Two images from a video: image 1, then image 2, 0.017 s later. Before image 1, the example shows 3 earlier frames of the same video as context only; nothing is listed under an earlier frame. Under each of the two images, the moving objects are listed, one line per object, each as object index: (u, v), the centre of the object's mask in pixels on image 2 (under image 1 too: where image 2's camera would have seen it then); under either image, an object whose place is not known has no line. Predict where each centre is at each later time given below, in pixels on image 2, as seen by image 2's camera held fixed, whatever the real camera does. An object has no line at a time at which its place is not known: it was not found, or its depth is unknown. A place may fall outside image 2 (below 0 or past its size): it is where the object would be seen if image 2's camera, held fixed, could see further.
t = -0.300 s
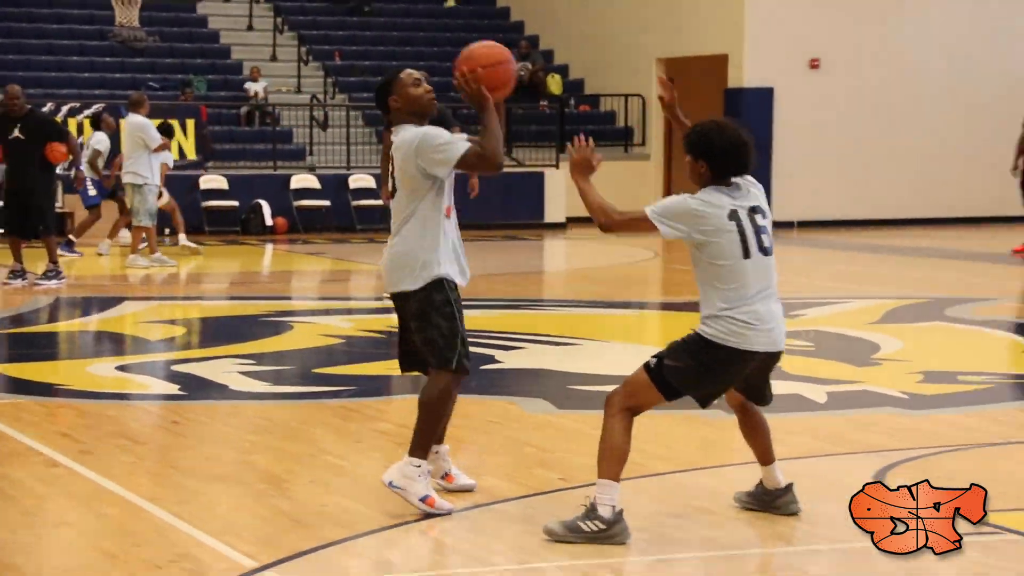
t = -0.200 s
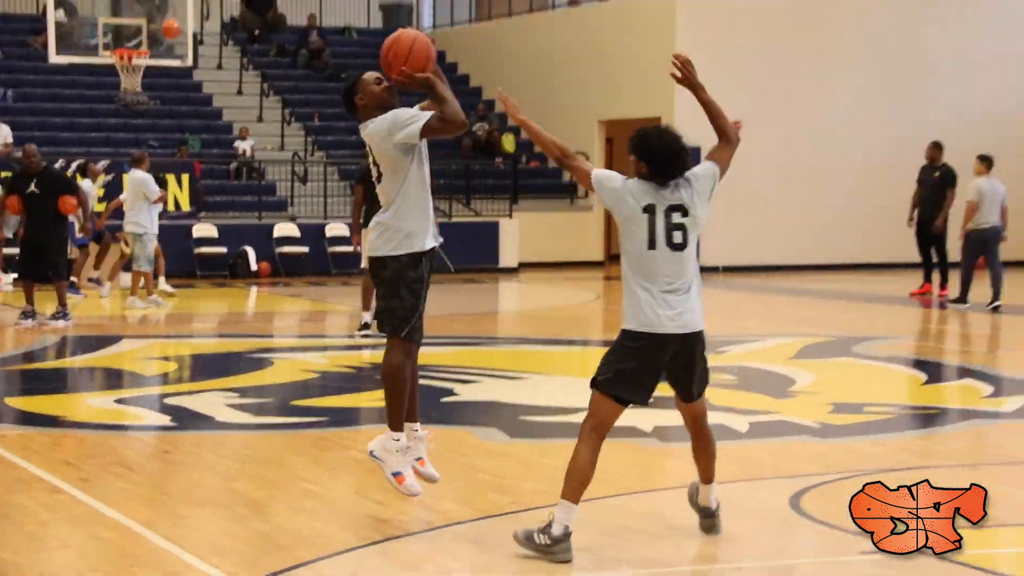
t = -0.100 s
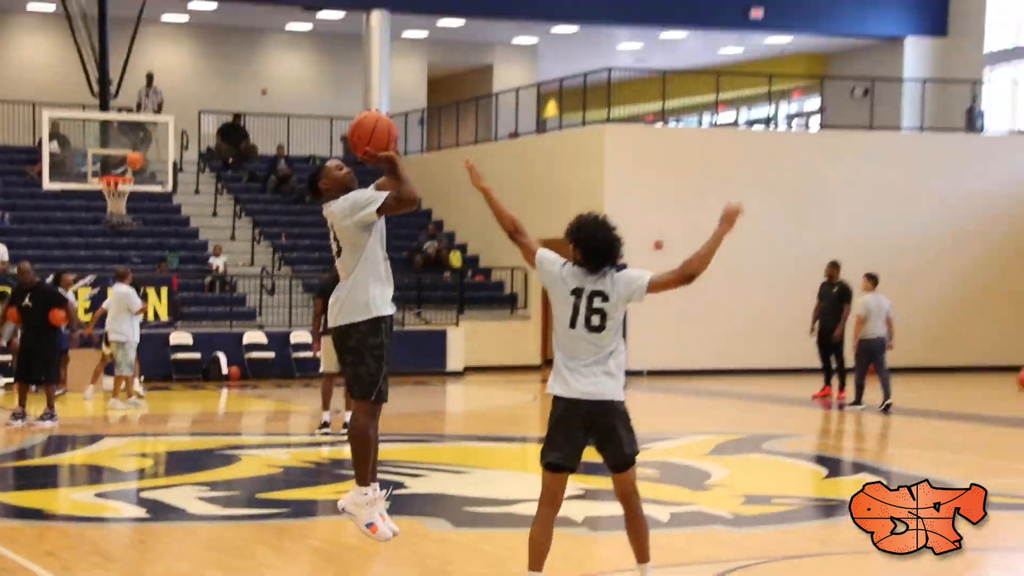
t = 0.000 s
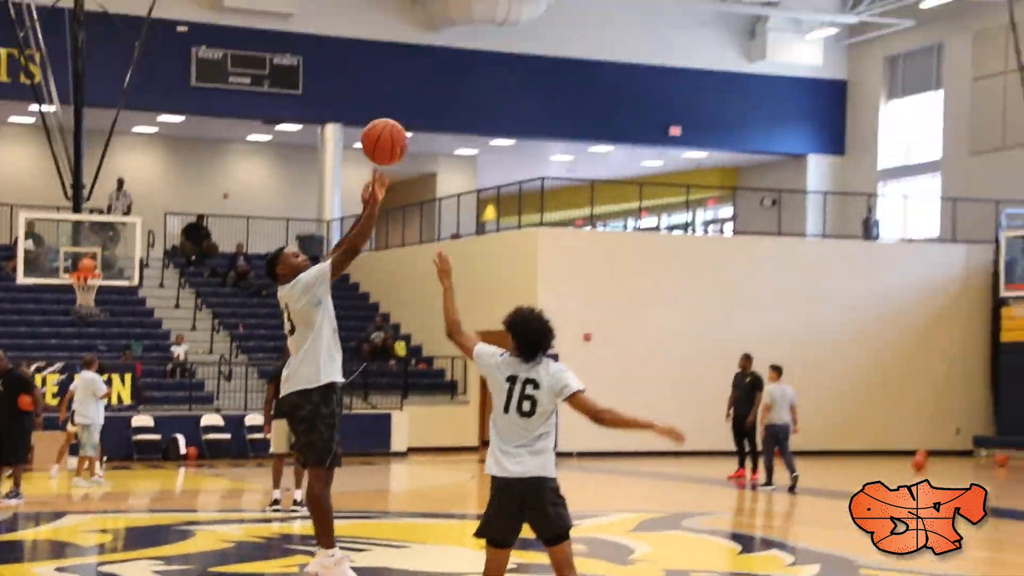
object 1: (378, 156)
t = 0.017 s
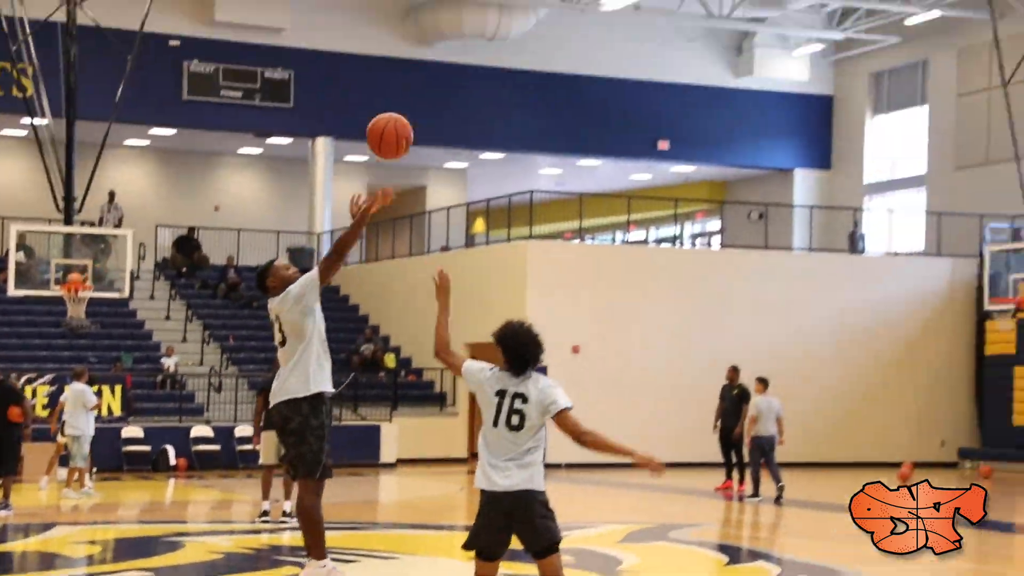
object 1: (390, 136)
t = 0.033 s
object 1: (402, 118)
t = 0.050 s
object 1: (417, 99)
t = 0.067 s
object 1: (433, 81)
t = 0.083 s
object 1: (449, 63)
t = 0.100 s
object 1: (466, 46)
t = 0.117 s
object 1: (482, 29)
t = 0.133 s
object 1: (498, 12)
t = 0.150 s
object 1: (515, -4)
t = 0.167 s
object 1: (531, -20)
